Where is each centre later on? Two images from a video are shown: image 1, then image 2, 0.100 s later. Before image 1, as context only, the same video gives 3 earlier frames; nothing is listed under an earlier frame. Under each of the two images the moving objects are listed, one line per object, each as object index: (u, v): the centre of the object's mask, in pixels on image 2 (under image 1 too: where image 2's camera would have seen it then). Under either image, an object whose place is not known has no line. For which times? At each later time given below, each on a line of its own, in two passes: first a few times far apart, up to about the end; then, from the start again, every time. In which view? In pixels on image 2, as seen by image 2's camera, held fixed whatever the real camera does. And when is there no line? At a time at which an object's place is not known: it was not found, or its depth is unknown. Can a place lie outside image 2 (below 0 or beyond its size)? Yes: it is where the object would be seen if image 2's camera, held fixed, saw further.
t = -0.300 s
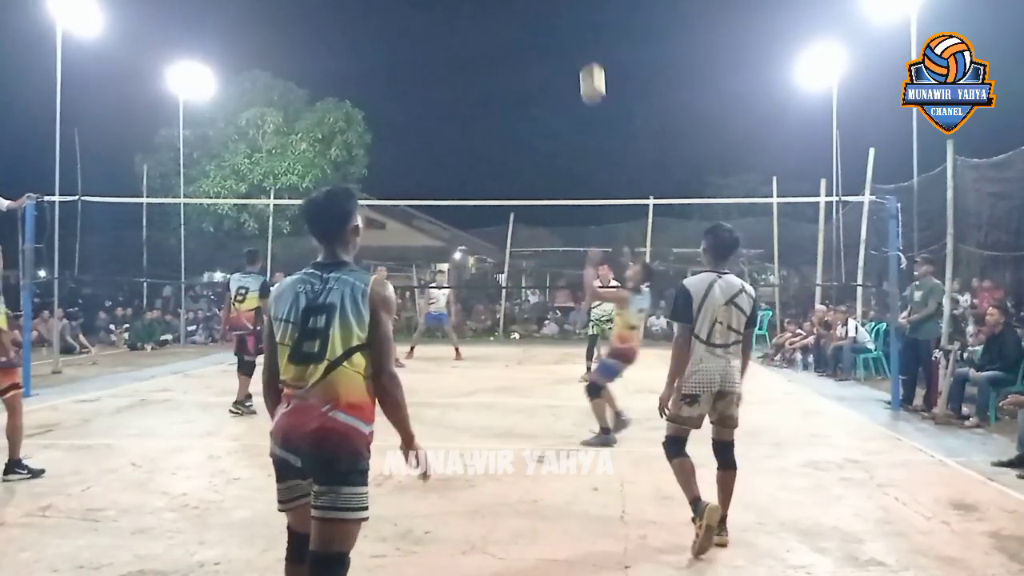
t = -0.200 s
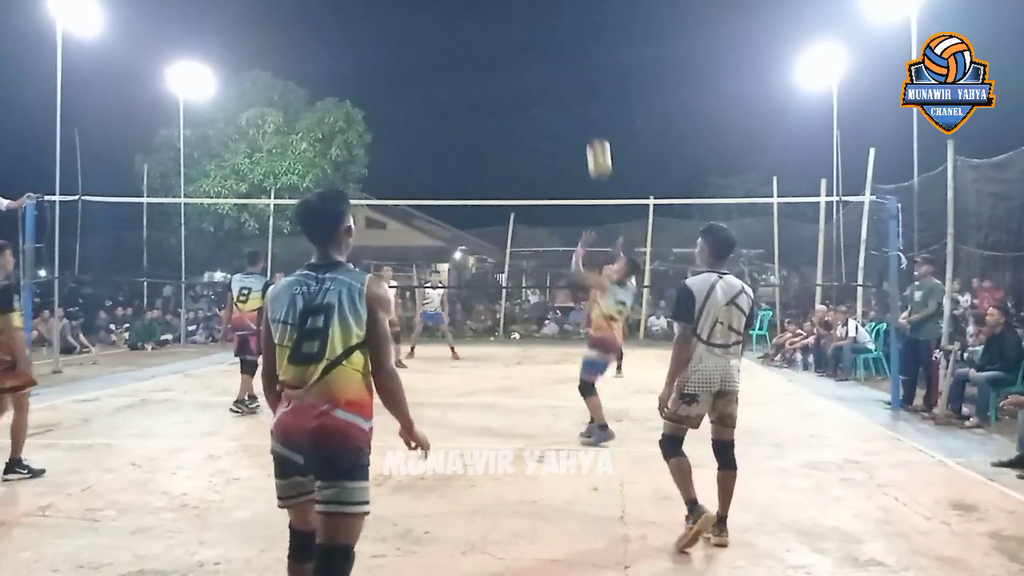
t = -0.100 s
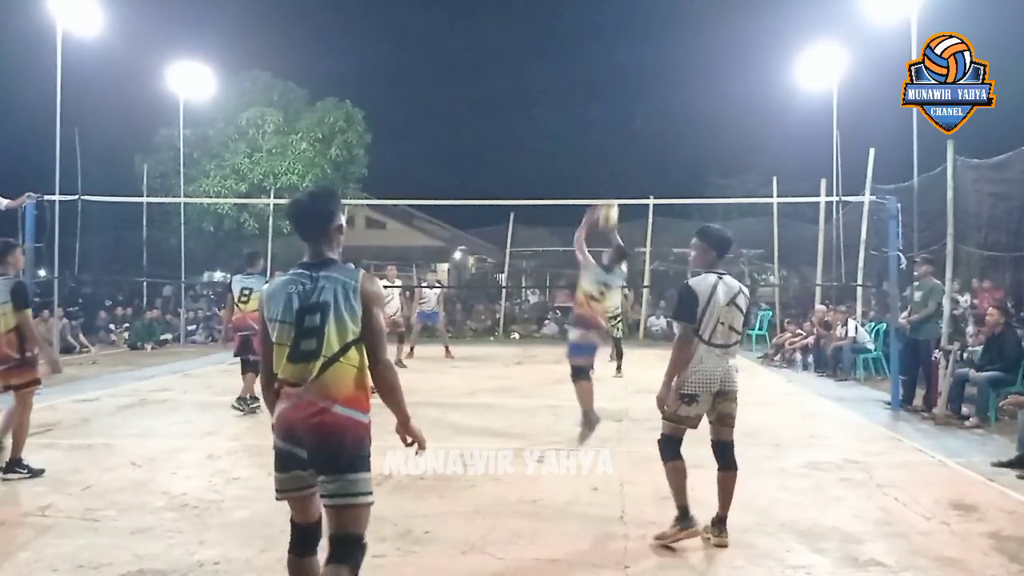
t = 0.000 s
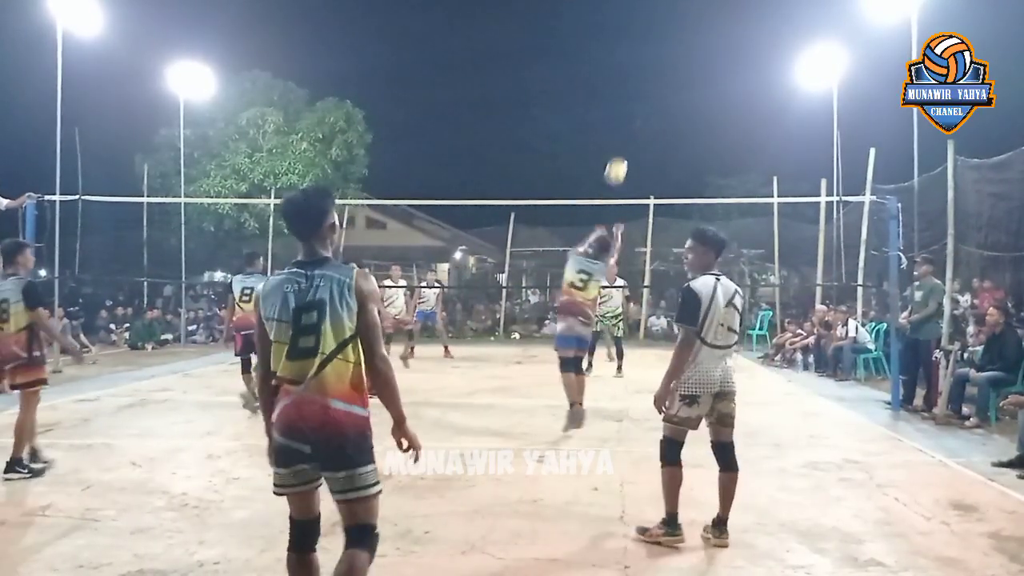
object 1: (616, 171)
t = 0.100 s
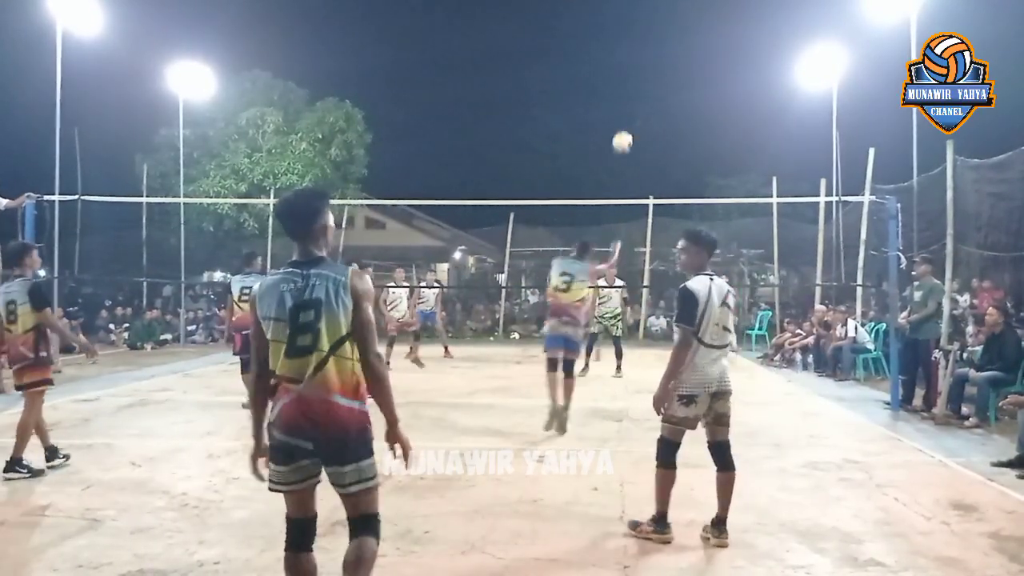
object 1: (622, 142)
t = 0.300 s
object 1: (631, 121)
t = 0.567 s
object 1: (638, 142)
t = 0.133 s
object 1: (624, 135)
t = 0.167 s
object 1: (626, 130)
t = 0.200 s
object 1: (627, 126)
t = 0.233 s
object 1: (628, 124)
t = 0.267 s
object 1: (630, 122)
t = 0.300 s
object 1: (631, 121)
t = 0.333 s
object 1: (631, 121)
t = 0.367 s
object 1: (632, 122)
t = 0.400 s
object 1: (633, 123)
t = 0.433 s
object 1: (634, 126)
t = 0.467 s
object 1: (635, 129)
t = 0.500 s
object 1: (636, 132)
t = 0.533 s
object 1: (637, 137)
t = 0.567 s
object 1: (638, 142)
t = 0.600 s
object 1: (638, 149)
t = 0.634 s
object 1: (639, 154)
